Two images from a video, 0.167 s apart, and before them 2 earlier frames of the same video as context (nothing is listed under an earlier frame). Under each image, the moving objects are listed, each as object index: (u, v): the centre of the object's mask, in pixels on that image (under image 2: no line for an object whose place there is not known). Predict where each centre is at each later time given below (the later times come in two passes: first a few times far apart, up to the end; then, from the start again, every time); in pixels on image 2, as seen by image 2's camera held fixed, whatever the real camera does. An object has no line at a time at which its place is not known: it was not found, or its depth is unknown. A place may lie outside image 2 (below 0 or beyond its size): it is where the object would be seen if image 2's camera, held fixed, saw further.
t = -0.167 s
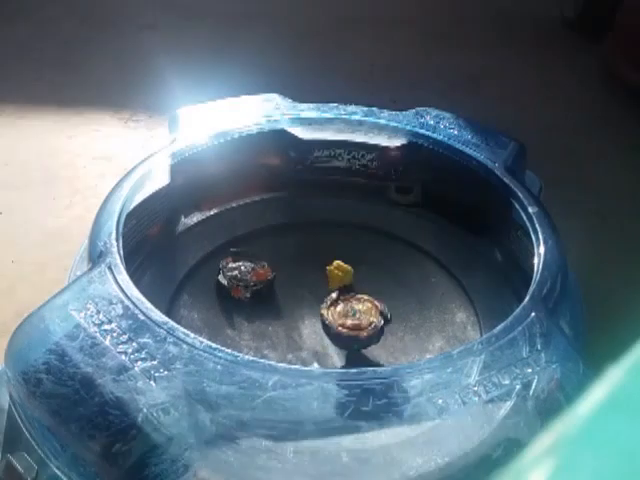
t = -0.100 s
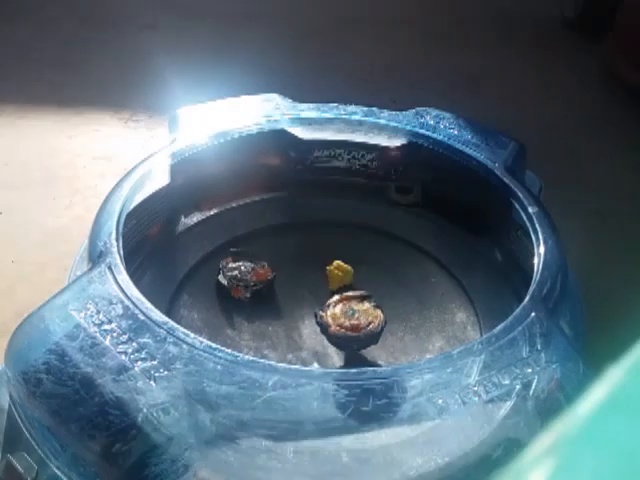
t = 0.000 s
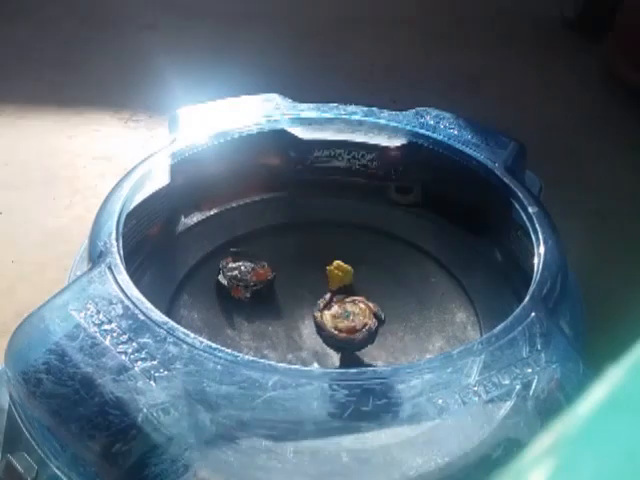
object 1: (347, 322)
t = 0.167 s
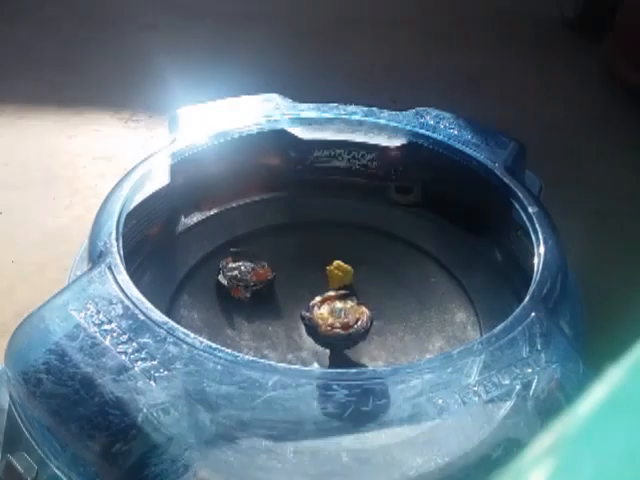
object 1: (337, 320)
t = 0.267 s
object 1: (333, 319)
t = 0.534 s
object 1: (324, 311)
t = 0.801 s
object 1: (331, 303)
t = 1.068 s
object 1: (339, 299)
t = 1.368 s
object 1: (352, 303)
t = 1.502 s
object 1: (352, 306)
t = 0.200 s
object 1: (335, 320)
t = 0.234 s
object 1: (333, 319)
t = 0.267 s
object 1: (333, 319)
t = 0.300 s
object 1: (329, 318)
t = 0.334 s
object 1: (328, 316)
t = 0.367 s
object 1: (328, 315)
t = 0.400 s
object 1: (327, 315)
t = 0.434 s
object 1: (325, 314)
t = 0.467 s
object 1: (326, 313)
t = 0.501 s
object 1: (324, 312)
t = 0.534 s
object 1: (324, 311)
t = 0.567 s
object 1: (325, 310)
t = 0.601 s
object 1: (326, 309)
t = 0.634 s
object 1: (325, 307)
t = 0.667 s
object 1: (326, 307)
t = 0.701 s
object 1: (327, 306)
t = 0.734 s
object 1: (328, 305)
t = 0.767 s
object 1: (328, 303)
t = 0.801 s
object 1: (331, 303)
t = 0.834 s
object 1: (329, 302)
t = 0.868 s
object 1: (332, 300)
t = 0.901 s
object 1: (333, 301)
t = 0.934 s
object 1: (334, 299)
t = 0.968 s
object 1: (335, 300)
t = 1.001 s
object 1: (337, 300)
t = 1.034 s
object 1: (337, 299)
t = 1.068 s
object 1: (339, 299)
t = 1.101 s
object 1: (341, 299)
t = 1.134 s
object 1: (342, 300)
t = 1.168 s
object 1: (344, 300)
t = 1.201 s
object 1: (345, 300)
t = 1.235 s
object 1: (346, 301)
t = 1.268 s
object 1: (346, 301)
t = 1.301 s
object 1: (349, 302)
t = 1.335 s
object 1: (350, 300)
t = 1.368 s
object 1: (352, 303)
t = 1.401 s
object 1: (351, 304)
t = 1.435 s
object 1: (353, 306)
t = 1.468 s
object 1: (350, 306)
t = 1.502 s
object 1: (352, 306)
